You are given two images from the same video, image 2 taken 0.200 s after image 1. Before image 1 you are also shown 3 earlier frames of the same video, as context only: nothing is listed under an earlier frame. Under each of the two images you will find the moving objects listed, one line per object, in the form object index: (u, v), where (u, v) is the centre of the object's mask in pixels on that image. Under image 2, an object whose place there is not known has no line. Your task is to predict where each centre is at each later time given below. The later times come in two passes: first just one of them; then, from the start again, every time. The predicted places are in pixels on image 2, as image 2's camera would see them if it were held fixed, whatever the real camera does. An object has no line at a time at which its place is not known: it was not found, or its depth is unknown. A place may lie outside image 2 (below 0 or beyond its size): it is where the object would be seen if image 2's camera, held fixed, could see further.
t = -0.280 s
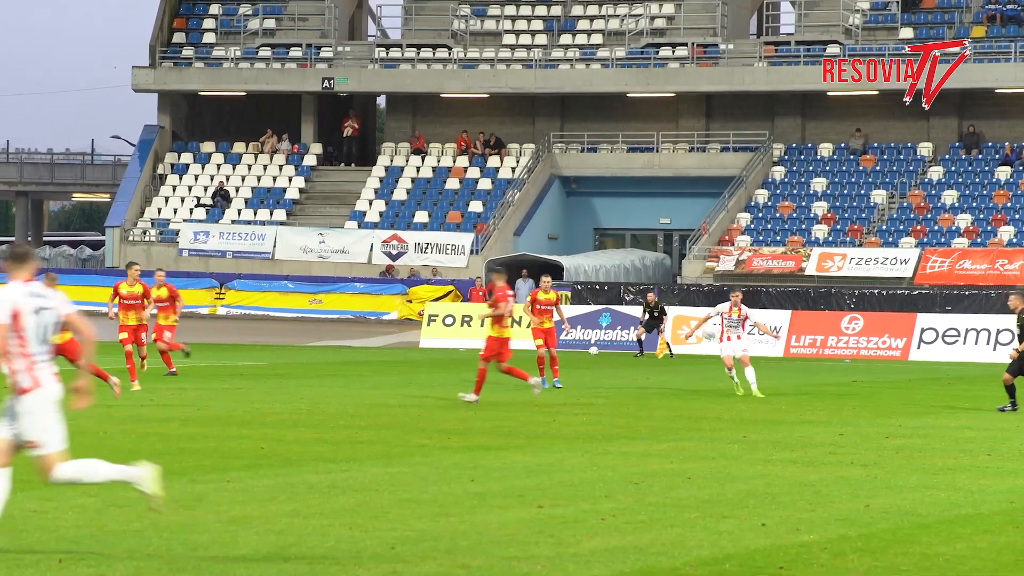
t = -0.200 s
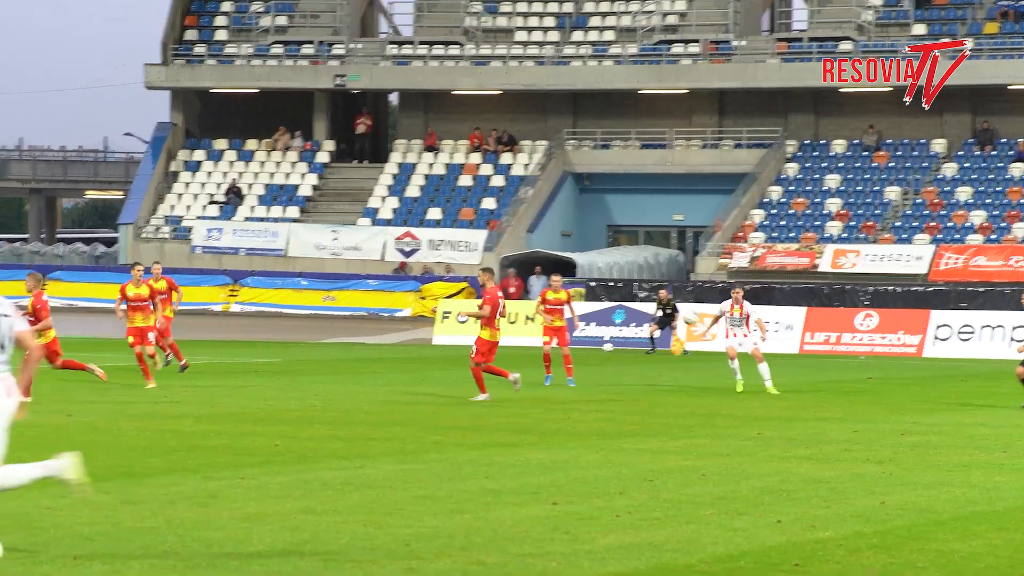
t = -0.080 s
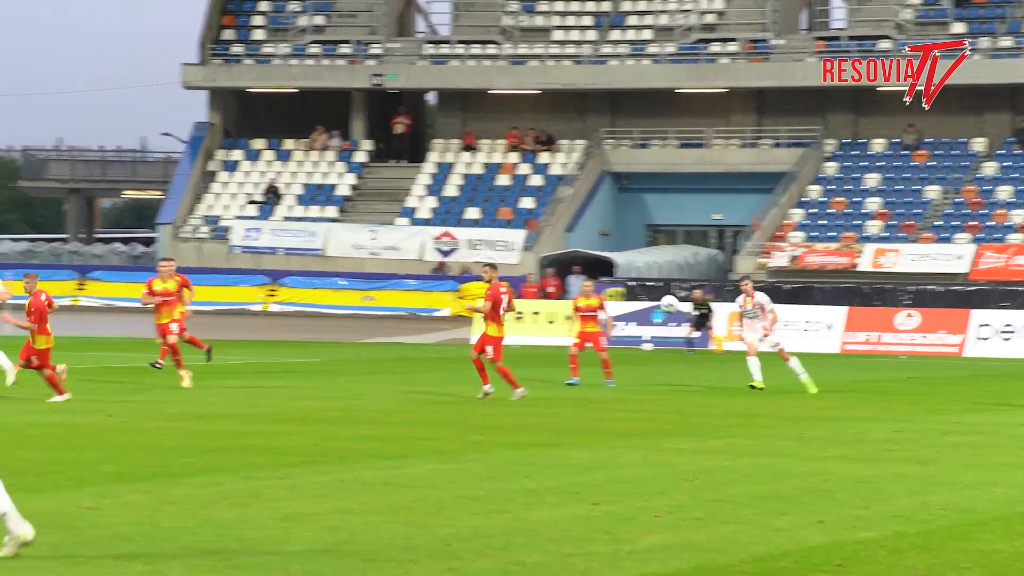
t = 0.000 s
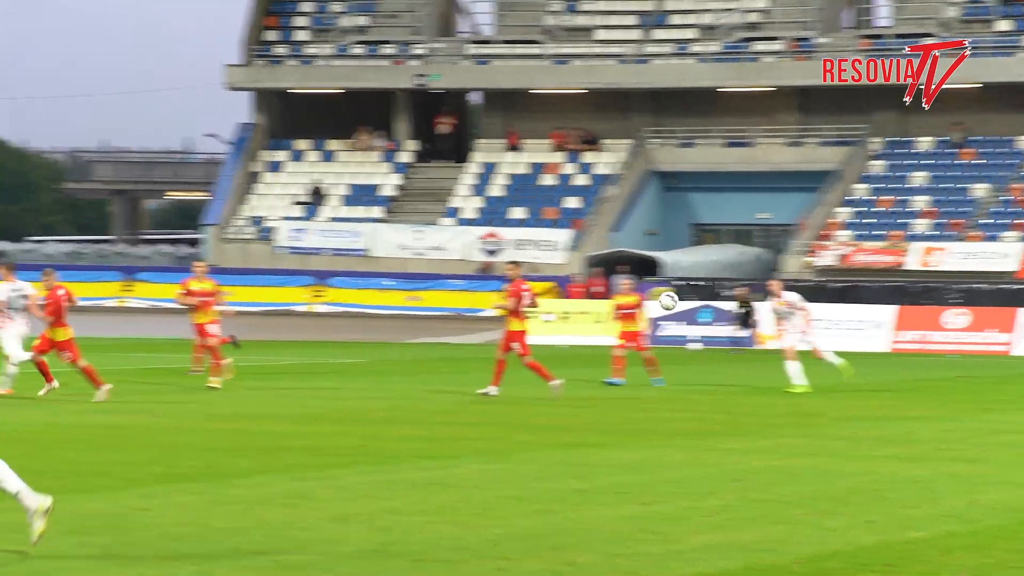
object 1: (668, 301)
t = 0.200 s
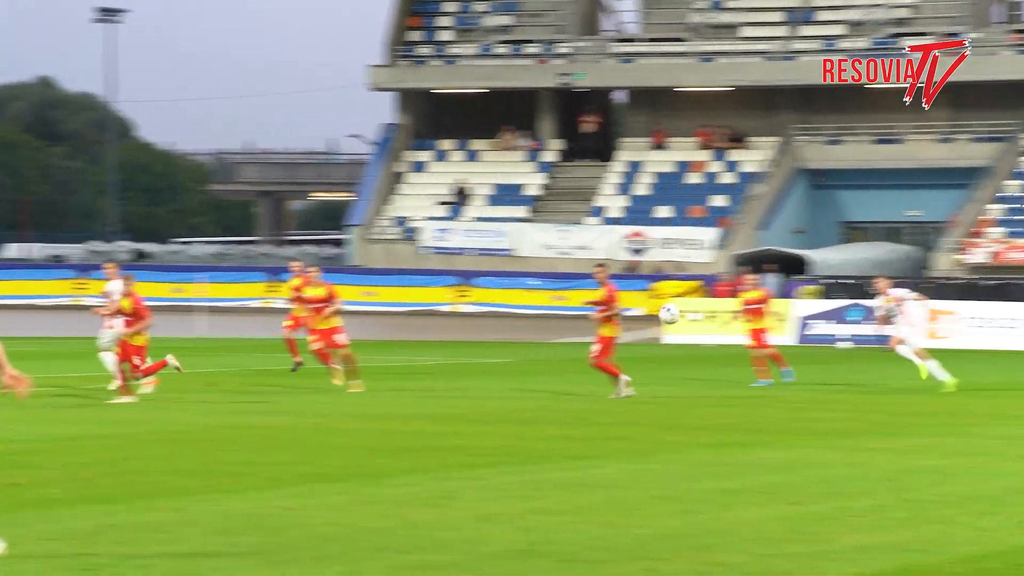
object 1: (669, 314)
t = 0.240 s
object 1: (637, 321)
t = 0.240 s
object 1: (637, 321)
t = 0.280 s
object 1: (603, 330)
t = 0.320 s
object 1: (566, 341)
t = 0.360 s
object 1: (527, 352)
